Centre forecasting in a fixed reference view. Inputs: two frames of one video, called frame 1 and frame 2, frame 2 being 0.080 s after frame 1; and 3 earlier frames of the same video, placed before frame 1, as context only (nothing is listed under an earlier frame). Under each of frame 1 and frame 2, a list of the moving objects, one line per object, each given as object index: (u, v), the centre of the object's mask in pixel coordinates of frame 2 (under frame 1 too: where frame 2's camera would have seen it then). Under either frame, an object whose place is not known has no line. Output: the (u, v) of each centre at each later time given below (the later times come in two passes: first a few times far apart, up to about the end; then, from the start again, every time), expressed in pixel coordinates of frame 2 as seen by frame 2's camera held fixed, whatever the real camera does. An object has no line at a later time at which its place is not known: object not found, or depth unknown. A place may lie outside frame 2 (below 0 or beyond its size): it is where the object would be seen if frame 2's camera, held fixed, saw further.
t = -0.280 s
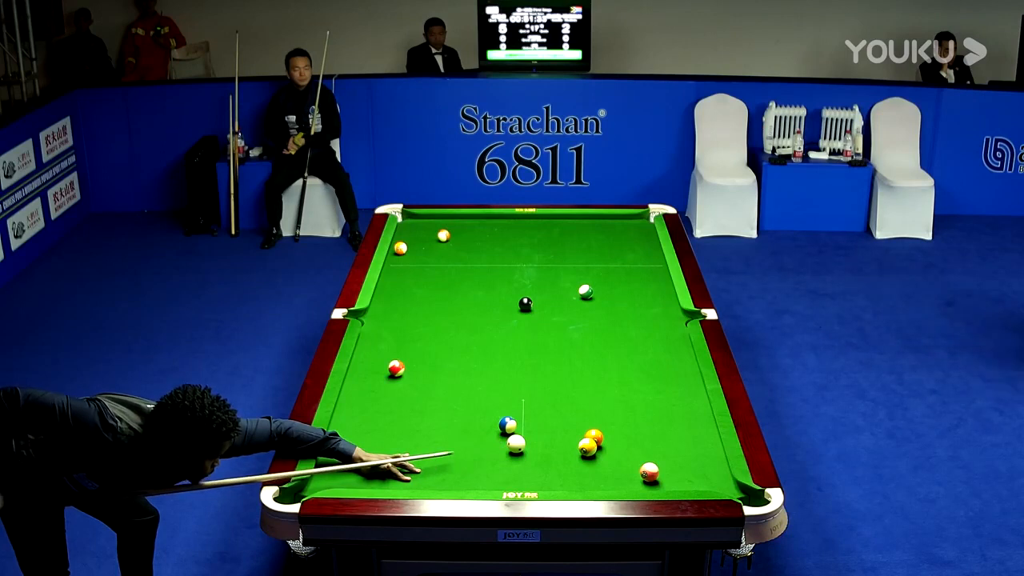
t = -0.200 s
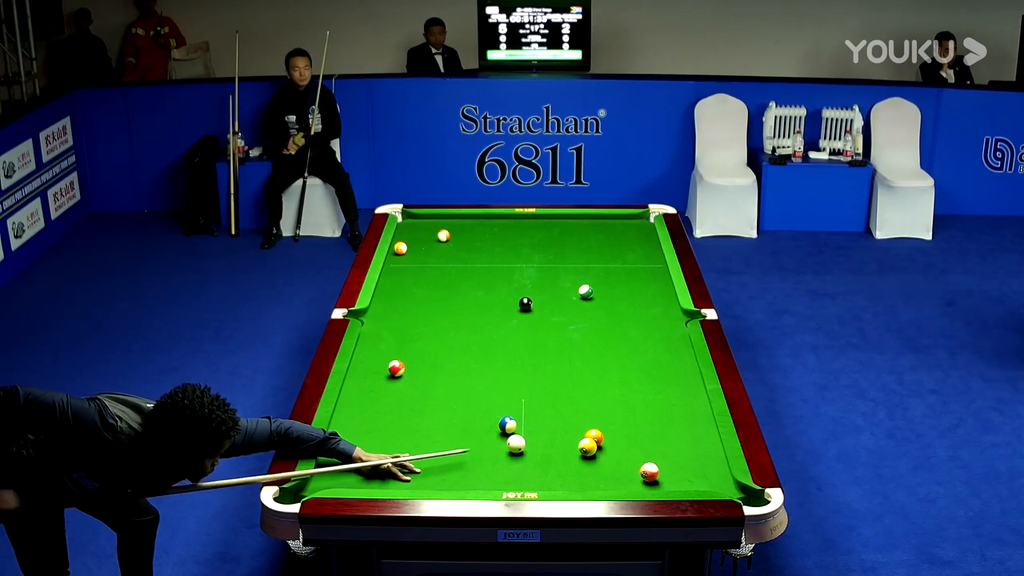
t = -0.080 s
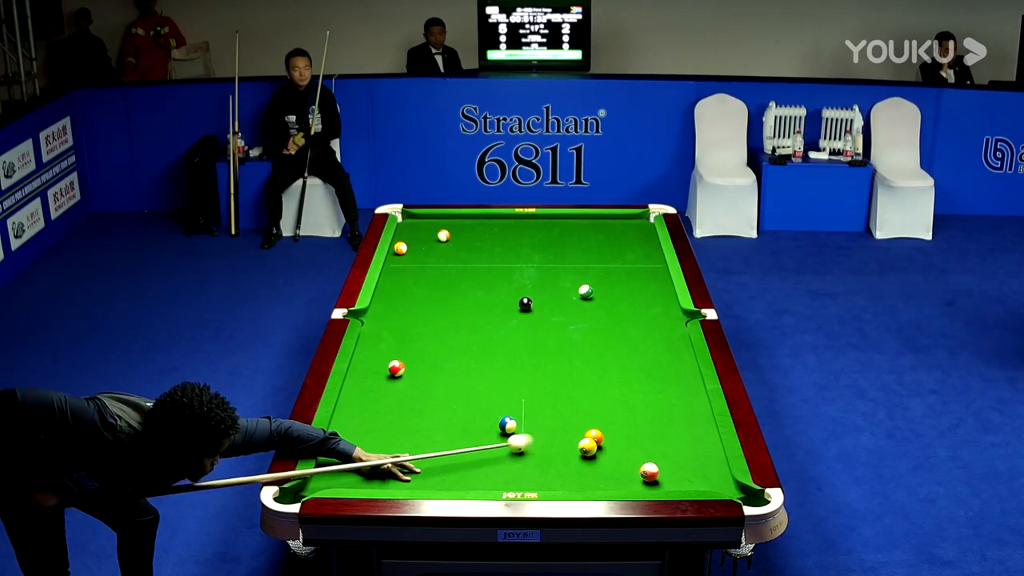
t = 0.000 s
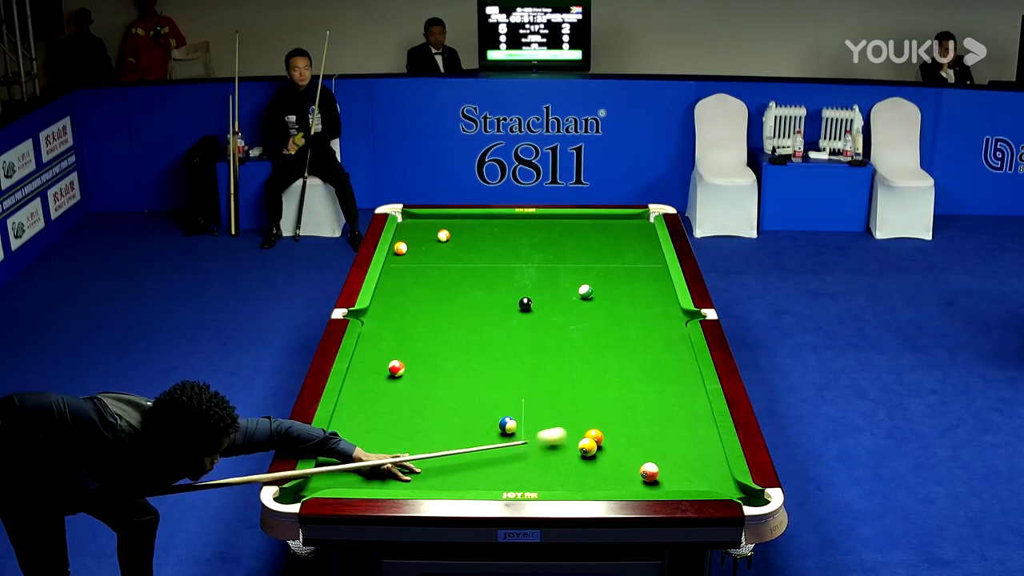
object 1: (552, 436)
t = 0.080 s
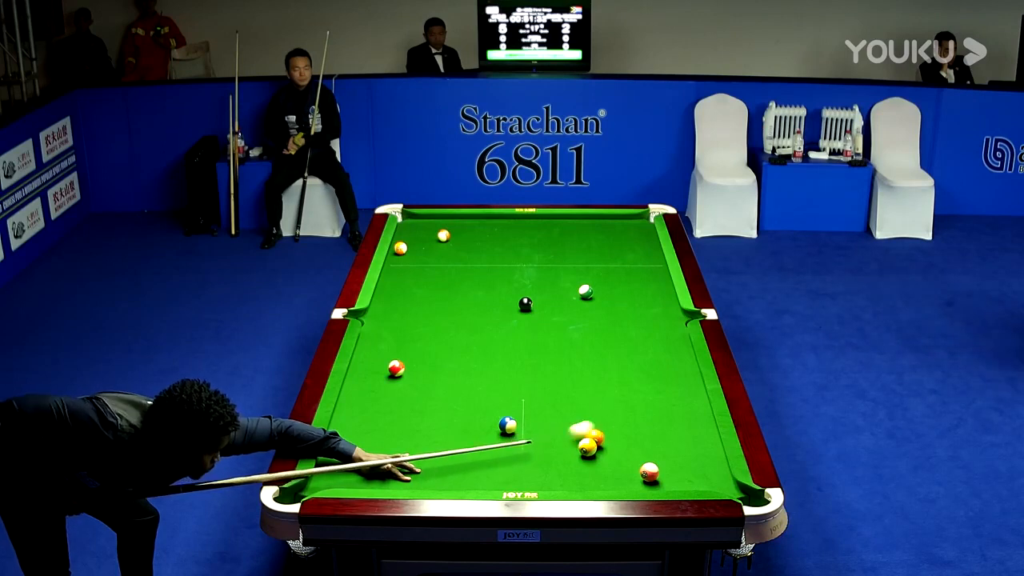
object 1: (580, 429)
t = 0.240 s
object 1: (623, 413)
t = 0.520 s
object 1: (692, 386)
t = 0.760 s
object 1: (657, 372)
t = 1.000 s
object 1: (626, 359)
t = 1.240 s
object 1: (596, 347)
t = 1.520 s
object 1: (565, 334)
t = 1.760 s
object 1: (540, 324)
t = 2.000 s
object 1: (517, 314)
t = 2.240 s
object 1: (495, 306)
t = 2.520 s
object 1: (473, 296)
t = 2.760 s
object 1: (455, 289)
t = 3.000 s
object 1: (438, 282)
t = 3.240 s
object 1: (422, 276)
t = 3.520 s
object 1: (406, 270)
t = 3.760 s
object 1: (392, 265)
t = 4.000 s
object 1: (396, 261)
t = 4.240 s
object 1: (403, 258)
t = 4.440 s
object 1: (409, 255)
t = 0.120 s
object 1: (591, 425)
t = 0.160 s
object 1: (602, 422)
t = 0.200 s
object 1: (614, 417)
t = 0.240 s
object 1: (623, 413)
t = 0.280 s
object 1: (634, 409)
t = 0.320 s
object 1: (644, 405)
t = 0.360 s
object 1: (654, 401)
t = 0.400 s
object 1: (664, 398)
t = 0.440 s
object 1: (673, 394)
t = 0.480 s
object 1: (683, 390)
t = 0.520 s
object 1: (692, 386)
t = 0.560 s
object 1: (693, 383)
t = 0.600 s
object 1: (684, 381)
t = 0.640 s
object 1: (676, 379)
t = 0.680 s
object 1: (669, 377)
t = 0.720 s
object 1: (663, 374)
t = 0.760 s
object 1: (657, 372)
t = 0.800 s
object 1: (652, 370)
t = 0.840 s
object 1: (647, 368)
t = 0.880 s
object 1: (641, 366)
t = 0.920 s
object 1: (636, 363)
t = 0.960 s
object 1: (631, 361)
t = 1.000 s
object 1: (626, 359)
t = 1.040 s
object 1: (620, 357)
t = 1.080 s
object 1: (616, 355)
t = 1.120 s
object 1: (611, 353)
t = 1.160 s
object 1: (606, 351)
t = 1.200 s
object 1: (601, 349)
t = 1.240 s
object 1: (596, 347)
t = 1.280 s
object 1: (592, 345)
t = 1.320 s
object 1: (587, 343)
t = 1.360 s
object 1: (582, 341)
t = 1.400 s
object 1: (578, 340)
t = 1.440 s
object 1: (573, 338)
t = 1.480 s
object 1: (569, 336)
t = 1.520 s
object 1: (565, 334)
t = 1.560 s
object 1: (560, 332)
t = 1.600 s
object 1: (556, 331)
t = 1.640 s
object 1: (552, 329)
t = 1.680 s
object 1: (548, 327)
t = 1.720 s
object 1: (544, 326)
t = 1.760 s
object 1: (540, 324)
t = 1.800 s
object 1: (536, 322)
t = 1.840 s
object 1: (532, 321)
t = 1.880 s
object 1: (528, 319)
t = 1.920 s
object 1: (524, 317)
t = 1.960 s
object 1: (520, 316)
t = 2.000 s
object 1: (517, 314)
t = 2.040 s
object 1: (513, 313)
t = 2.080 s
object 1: (510, 311)
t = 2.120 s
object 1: (506, 310)
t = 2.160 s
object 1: (502, 308)
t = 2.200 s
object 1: (499, 307)
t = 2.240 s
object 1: (495, 306)
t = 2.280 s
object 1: (492, 304)
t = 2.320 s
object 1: (489, 303)
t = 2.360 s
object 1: (486, 302)
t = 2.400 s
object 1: (482, 300)
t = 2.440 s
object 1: (479, 299)
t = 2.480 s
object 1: (476, 298)
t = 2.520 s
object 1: (473, 296)
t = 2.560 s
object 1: (469, 295)
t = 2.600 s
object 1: (467, 294)
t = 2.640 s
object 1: (463, 293)
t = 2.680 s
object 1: (460, 291)
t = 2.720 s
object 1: (458, 290)
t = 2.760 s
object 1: (455, 289)
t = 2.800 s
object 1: (452, 288)
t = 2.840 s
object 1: (449, 287)
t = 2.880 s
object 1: (446, 286)
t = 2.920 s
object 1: (443, 285)
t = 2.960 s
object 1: (441, 283)
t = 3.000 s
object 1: (438, 282)
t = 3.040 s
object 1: (435, 281)
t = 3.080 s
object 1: (433, 280)
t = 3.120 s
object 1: (430, 279)
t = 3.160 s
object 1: (427, 278)
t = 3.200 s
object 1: (425, 277)
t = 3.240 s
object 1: (422, 276)
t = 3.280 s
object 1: (420, 275)
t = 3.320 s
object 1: (417, 274)
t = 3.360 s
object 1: (415, 273)
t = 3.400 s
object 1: (413, 272)
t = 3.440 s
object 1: (410, 272)
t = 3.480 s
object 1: (408, 271)
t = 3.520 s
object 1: (406, 270)
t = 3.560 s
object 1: (403, 269)
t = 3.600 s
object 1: (401, 268)
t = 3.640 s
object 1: (399, 267)
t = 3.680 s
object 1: (397, 266)
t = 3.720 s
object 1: (395, 265)
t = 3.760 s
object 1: (392, 265)
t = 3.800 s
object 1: (390, 264)
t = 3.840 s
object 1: (390, 263)
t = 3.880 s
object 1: (391, 263)
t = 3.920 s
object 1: (393, 262)
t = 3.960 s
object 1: (394, 261)
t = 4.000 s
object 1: (396, 261)
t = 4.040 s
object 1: (397, 260)
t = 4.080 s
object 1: (398, 260)
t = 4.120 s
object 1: (400, 259)
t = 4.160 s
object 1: (401, 259)
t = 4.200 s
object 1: (402, 258)
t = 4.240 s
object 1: (403, 258)
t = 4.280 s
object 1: (404, 257)
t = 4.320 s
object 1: (406, 257)
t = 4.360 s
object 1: (407, 256)
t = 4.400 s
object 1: (408, 256)
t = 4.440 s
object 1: (409, 255)
